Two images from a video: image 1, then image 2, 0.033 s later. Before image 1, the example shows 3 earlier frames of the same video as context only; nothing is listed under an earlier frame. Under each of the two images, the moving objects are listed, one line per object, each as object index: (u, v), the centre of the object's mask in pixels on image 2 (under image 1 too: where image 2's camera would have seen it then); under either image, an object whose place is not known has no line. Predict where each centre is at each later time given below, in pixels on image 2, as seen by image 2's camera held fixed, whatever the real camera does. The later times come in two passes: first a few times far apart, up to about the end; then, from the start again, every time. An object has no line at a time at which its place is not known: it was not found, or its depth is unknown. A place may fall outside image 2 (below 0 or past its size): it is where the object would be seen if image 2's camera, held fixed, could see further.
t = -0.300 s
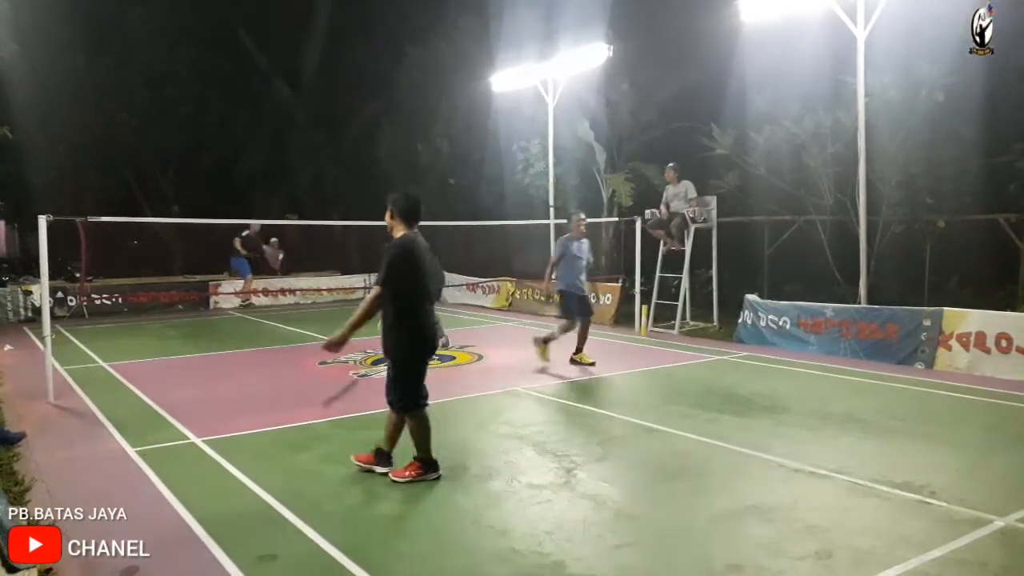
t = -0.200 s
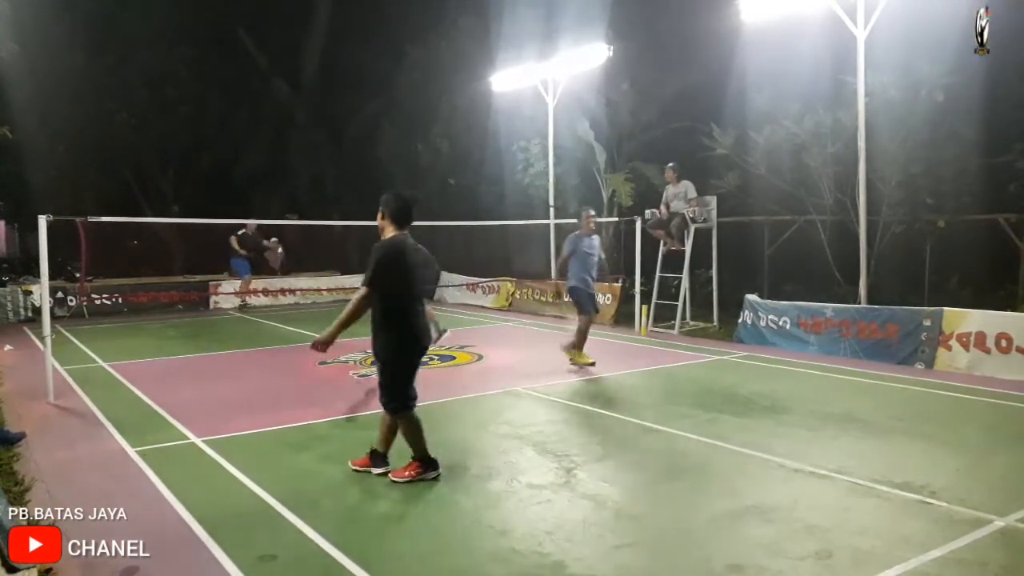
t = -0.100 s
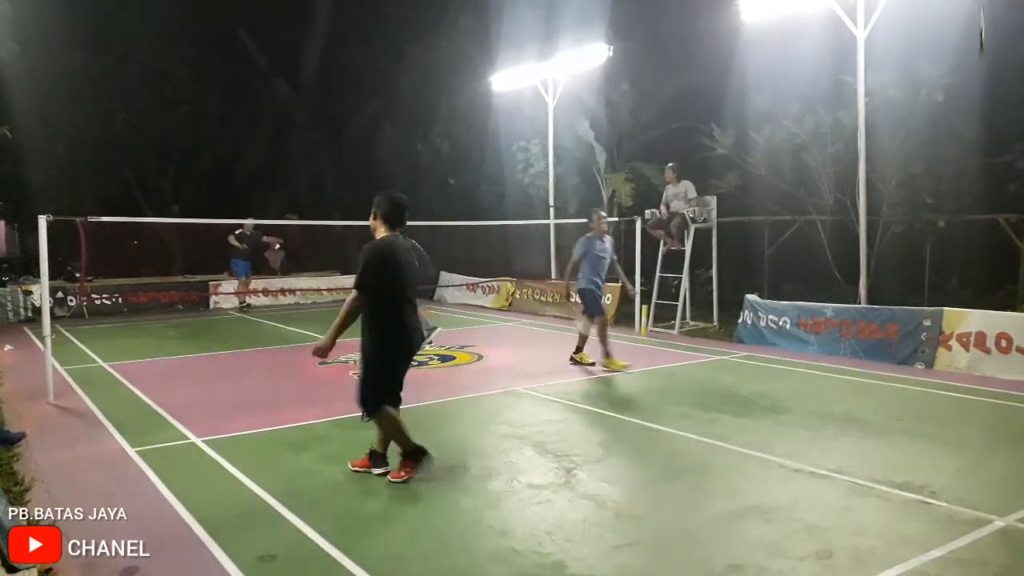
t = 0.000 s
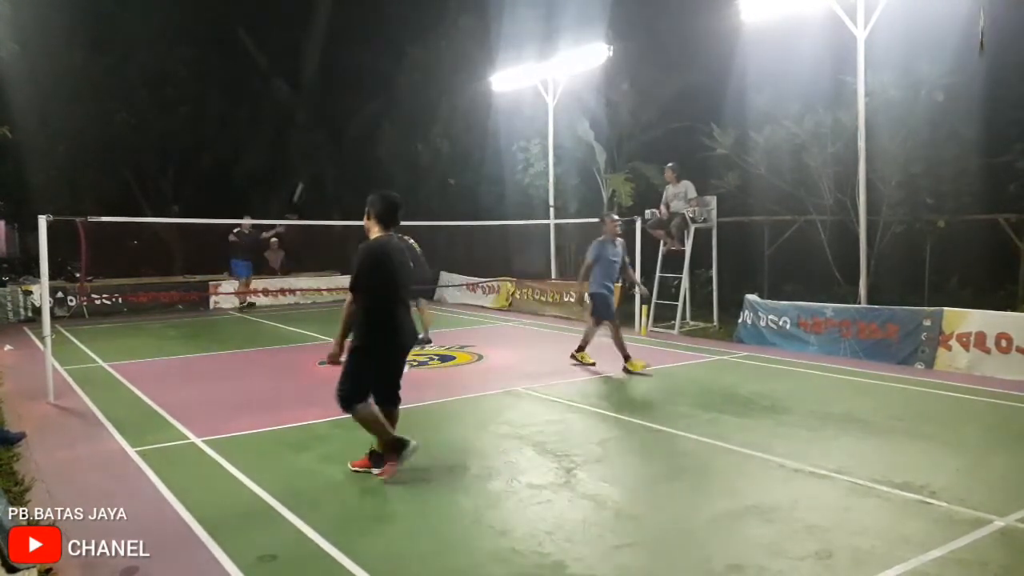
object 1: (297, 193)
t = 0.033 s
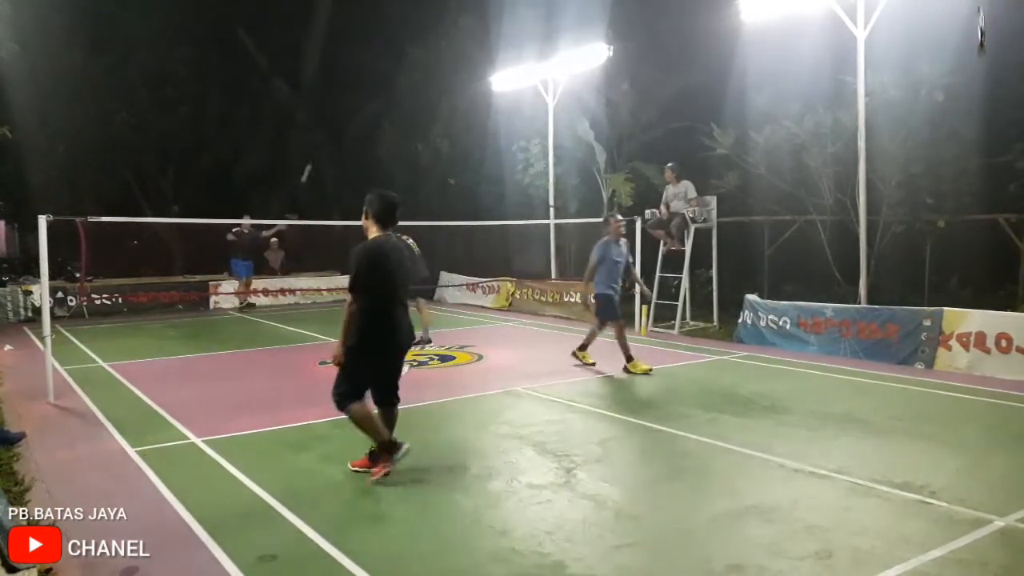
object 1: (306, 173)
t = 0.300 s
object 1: (361, 64)
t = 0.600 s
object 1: (415, 23)
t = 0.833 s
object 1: (455, 49)
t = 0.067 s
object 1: (313, 155)
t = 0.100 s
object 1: (321, 138)
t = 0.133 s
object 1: (328, 123)
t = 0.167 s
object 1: (334, 110)
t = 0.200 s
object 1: (342, 97)
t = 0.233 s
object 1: (348, 85)
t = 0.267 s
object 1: (355, 74)
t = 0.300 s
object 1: (361, 64)
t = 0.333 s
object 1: (367, 56)
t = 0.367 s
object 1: (373, 49)
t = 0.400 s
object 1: (380, 42)
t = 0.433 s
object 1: (386, 36)
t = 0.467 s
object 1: (392, 32)
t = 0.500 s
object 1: (398, 28)
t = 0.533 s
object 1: (404, 25)
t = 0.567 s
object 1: (410, 24)
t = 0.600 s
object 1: (415, 23)
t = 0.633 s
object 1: (421, 23)
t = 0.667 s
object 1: (427, 24)
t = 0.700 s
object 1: (433, 27)
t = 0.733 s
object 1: (439, 31)
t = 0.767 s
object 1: (444, 36)
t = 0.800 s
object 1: (450, 42)
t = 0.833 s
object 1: (455, 49)
